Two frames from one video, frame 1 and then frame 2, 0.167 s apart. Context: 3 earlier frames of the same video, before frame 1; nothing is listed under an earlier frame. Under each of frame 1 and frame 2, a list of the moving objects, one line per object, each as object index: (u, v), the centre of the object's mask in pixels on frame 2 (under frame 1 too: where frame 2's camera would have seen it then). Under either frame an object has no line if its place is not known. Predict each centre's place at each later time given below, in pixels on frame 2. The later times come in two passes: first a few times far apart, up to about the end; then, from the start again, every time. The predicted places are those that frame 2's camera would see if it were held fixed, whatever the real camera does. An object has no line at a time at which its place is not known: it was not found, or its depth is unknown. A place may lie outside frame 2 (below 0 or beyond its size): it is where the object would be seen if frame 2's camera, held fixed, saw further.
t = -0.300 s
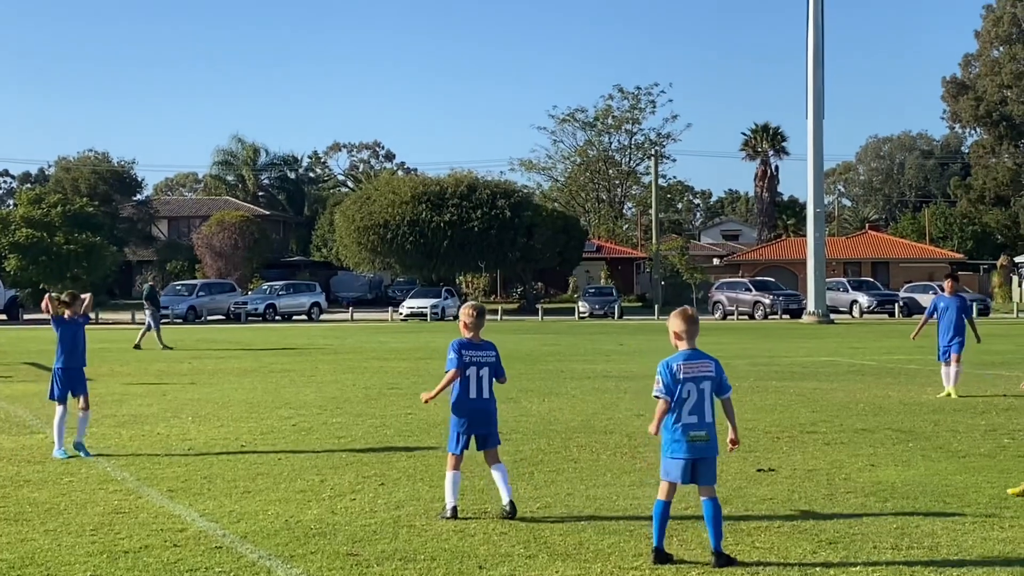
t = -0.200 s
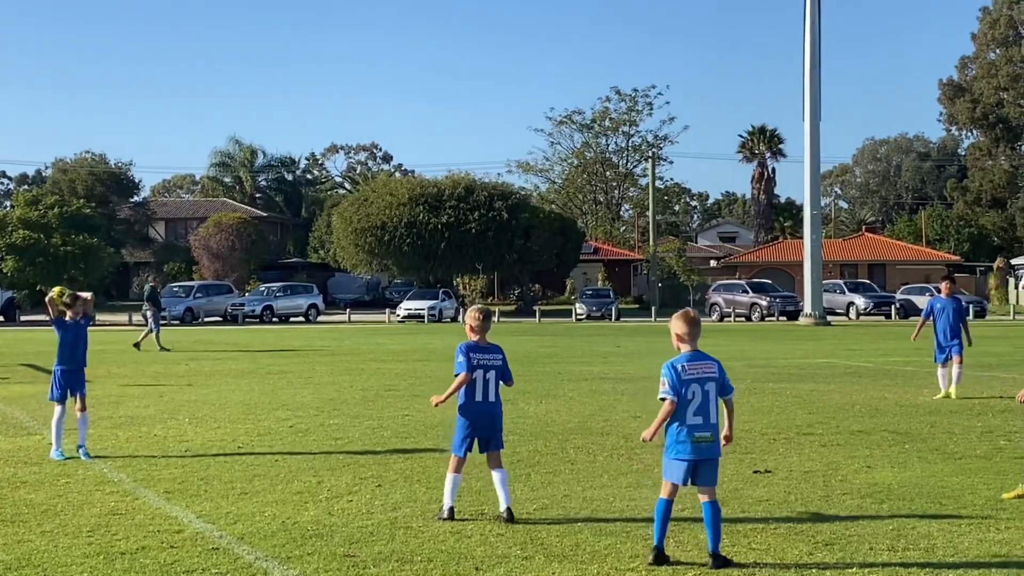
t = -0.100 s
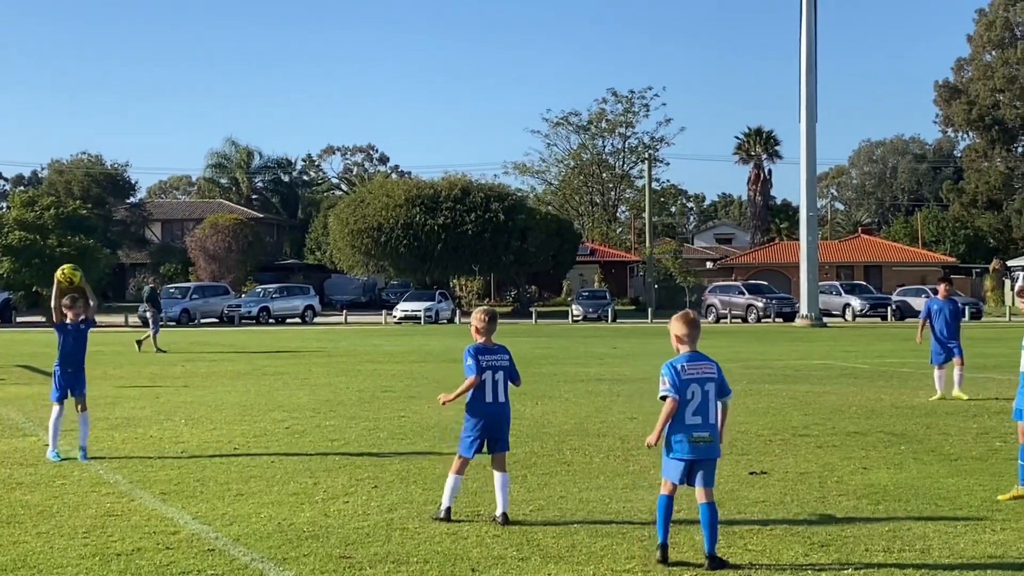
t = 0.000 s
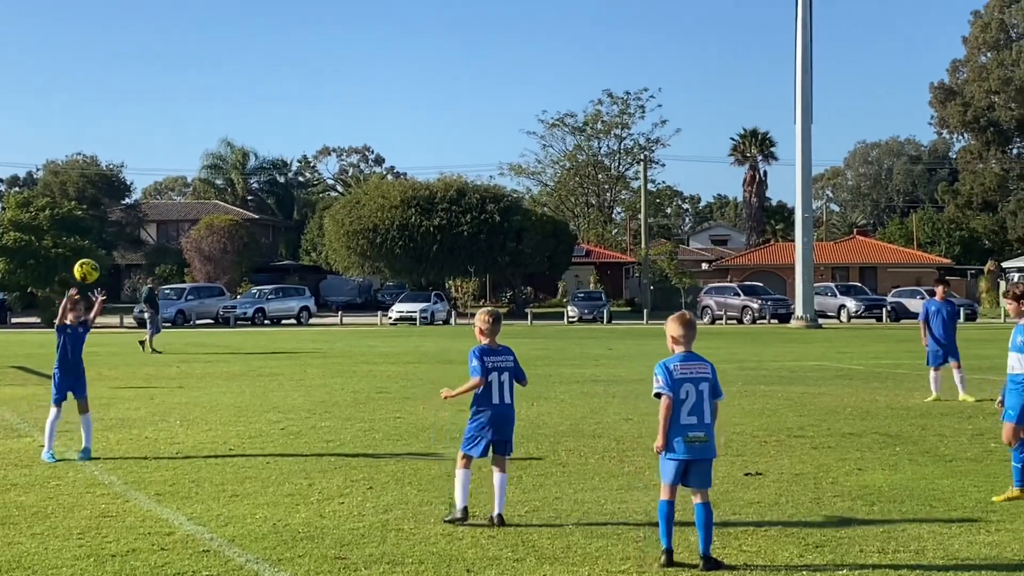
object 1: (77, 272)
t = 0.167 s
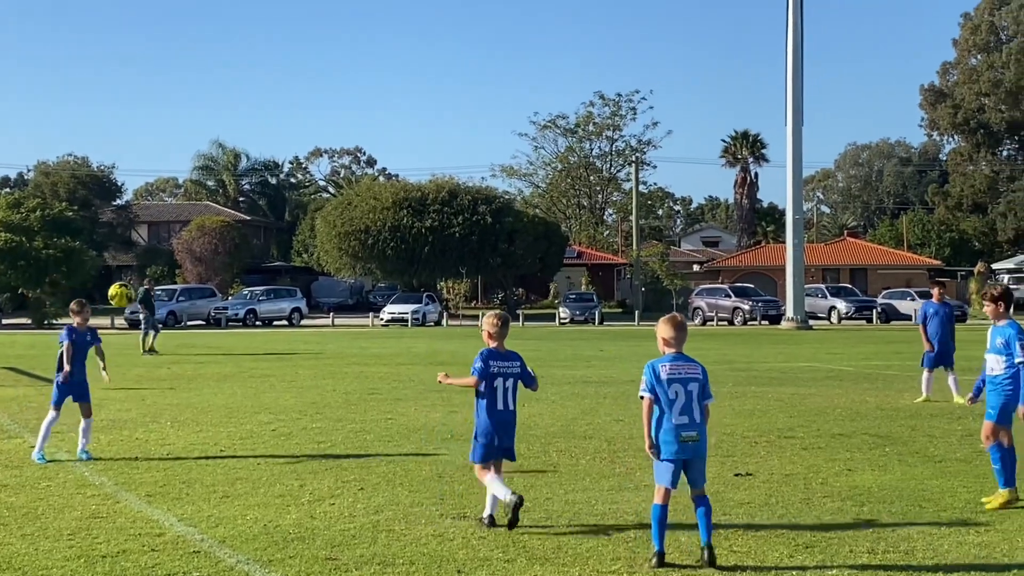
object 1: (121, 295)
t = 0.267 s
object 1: (149, 327)
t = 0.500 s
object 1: (224, 464)
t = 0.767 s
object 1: (294, 419)
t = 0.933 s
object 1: (338, 408)
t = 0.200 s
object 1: (130, 304)
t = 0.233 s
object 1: (139, 315)
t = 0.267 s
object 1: (149, 327)
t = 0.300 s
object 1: (159, 341)
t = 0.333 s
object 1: (169, 357)
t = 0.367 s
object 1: (180, 374)
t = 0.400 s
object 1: (191, 394)
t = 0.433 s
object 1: (202, 415)
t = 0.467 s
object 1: (213, 439)
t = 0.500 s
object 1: (224, 464)
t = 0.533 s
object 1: (236, 492)
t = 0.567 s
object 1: (244, 484)
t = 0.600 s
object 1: (253, 469)
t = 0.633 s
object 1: (261, 456)
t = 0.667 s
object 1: (268, 444)
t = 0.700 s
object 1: (277, 434)
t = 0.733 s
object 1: (286, 426)
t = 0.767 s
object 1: (294, 419)
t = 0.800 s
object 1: (302, 414)
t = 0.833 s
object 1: (311, 410)
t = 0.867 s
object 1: (320, 407)
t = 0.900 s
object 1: (328, 406)
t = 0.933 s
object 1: (338, 408)
